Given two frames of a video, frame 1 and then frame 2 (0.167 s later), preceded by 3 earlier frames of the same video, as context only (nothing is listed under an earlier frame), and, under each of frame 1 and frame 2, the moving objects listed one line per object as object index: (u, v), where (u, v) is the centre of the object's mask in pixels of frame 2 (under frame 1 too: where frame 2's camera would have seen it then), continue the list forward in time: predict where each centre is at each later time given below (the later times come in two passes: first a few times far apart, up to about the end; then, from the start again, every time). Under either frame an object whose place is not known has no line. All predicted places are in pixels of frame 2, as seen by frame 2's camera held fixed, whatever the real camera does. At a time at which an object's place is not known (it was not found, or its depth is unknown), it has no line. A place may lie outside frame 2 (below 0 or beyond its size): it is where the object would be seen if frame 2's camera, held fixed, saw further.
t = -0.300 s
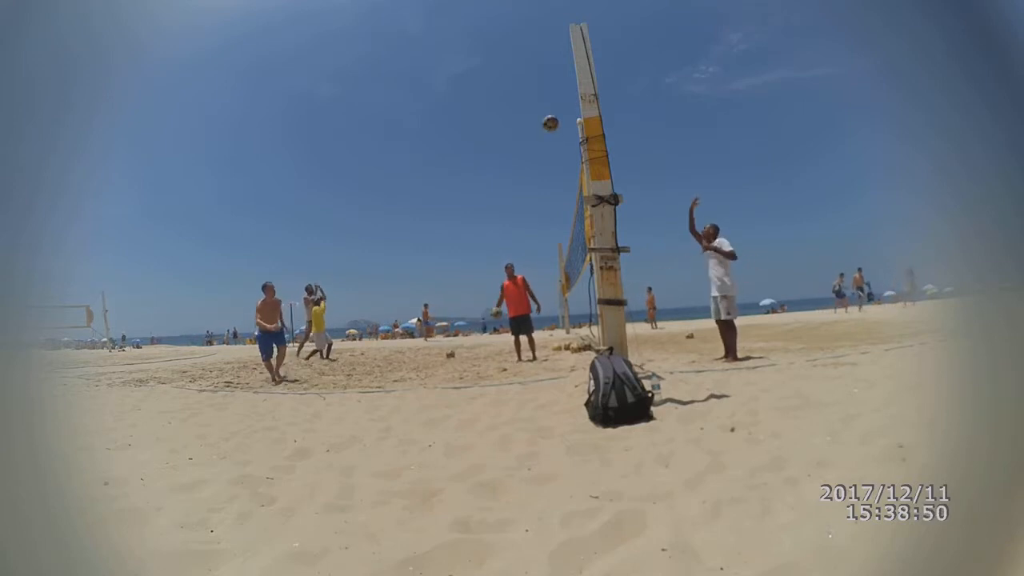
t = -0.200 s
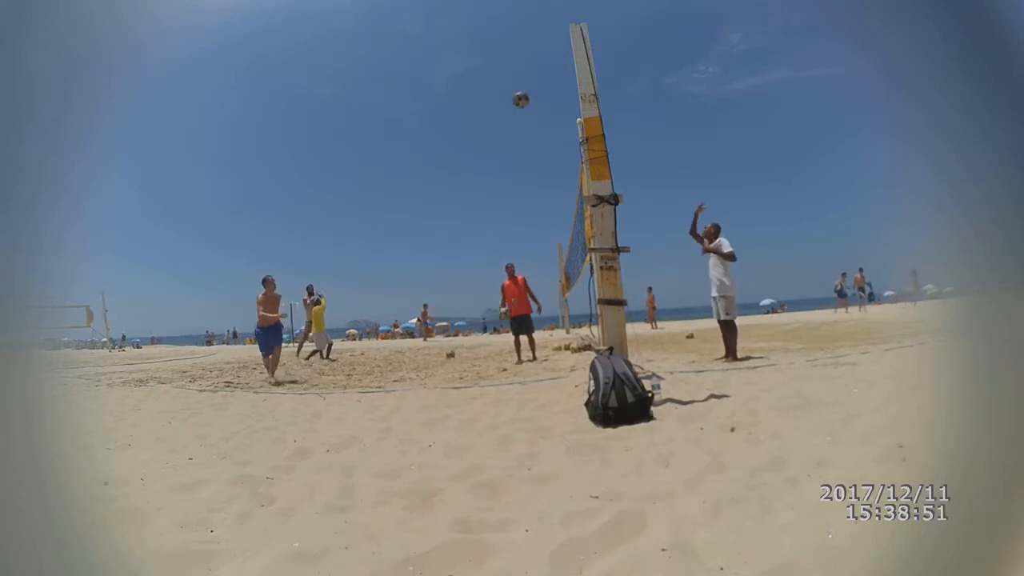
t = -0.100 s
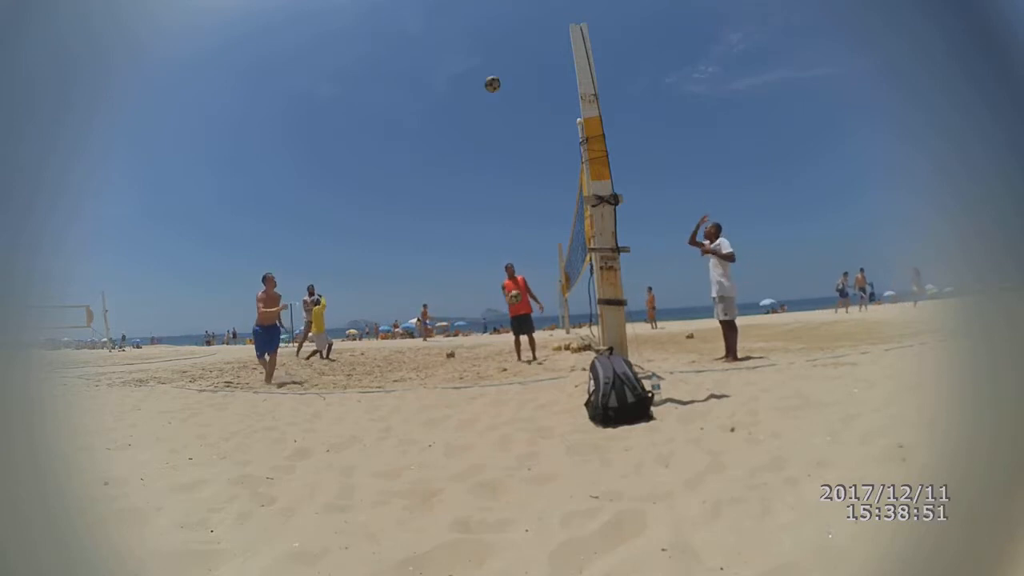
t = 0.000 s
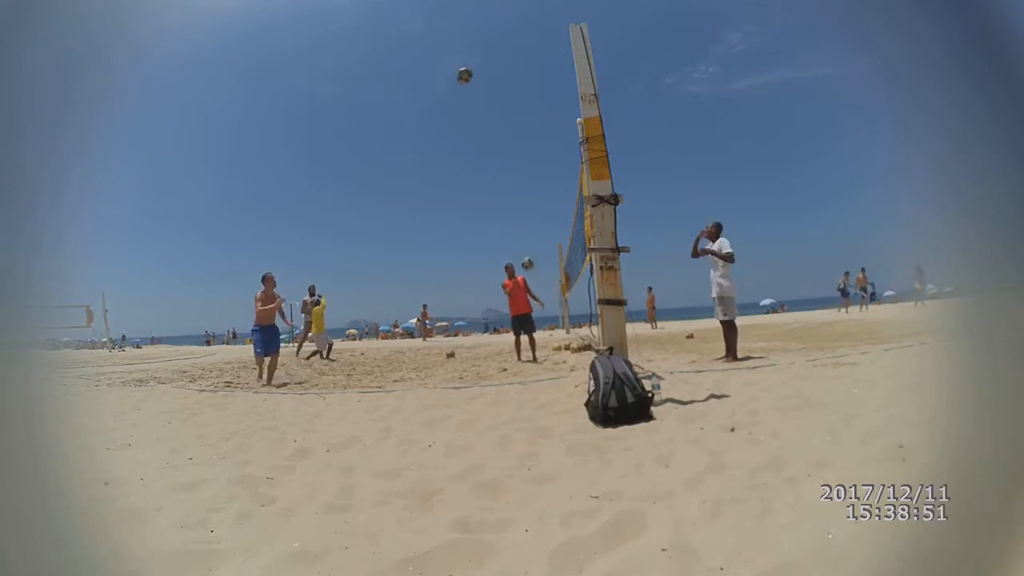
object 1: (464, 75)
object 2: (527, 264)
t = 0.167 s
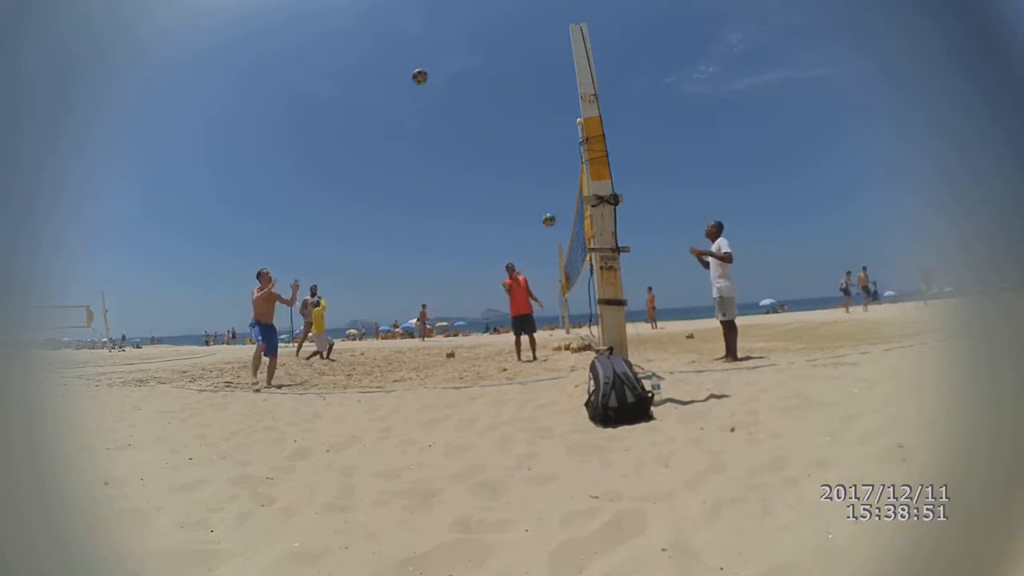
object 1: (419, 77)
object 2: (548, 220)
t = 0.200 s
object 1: (410, 79)
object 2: (553, 212)
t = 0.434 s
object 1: (349, 119)
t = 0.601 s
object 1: (305, 173)
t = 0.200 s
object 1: (410, 79)
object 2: (553, 212)
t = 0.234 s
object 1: (401, 82)
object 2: (558, 206)
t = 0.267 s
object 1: (393, 86)
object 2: (562, 199)
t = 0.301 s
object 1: (384, 91)
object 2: (567, 195)
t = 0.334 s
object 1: (375, 97)
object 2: (571, 190)
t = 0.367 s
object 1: (367, 103)
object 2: (575, 185)
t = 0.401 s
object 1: (357, 111)
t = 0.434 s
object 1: (349, 119)
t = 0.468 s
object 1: (340, 128)
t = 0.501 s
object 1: (331, 138)
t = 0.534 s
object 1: (323, 149)
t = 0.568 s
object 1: (314, 160)
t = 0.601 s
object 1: (305, 173)
